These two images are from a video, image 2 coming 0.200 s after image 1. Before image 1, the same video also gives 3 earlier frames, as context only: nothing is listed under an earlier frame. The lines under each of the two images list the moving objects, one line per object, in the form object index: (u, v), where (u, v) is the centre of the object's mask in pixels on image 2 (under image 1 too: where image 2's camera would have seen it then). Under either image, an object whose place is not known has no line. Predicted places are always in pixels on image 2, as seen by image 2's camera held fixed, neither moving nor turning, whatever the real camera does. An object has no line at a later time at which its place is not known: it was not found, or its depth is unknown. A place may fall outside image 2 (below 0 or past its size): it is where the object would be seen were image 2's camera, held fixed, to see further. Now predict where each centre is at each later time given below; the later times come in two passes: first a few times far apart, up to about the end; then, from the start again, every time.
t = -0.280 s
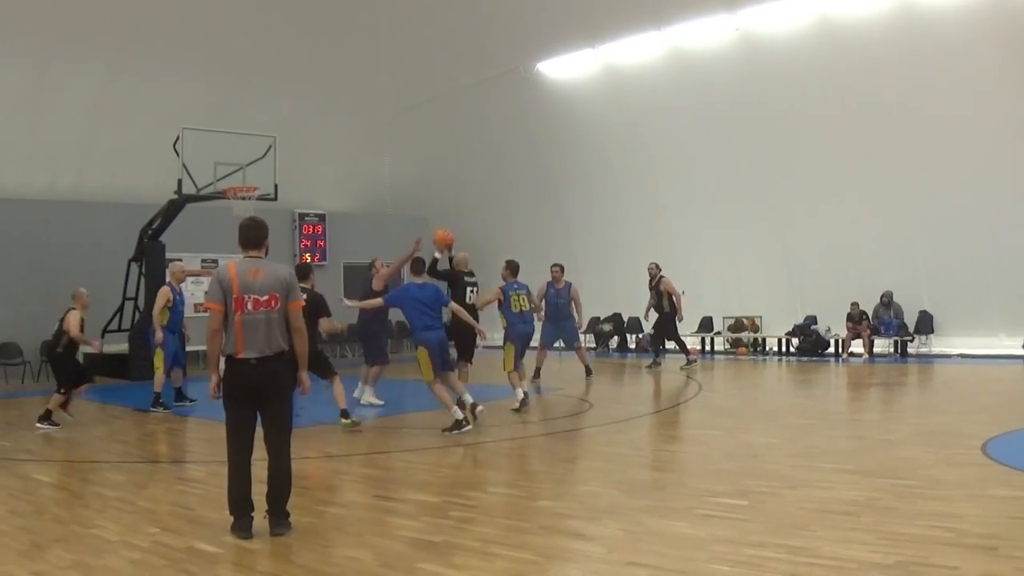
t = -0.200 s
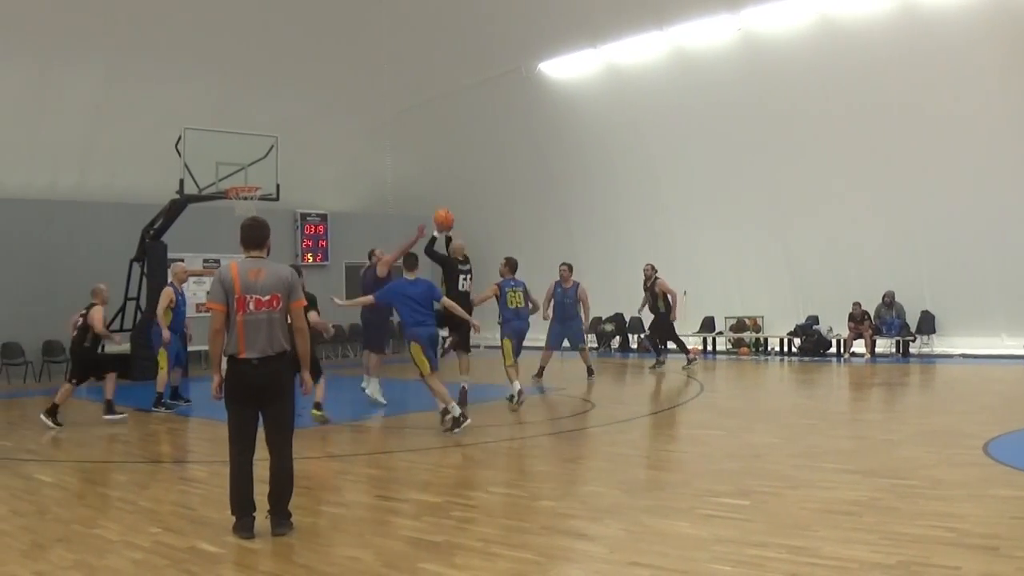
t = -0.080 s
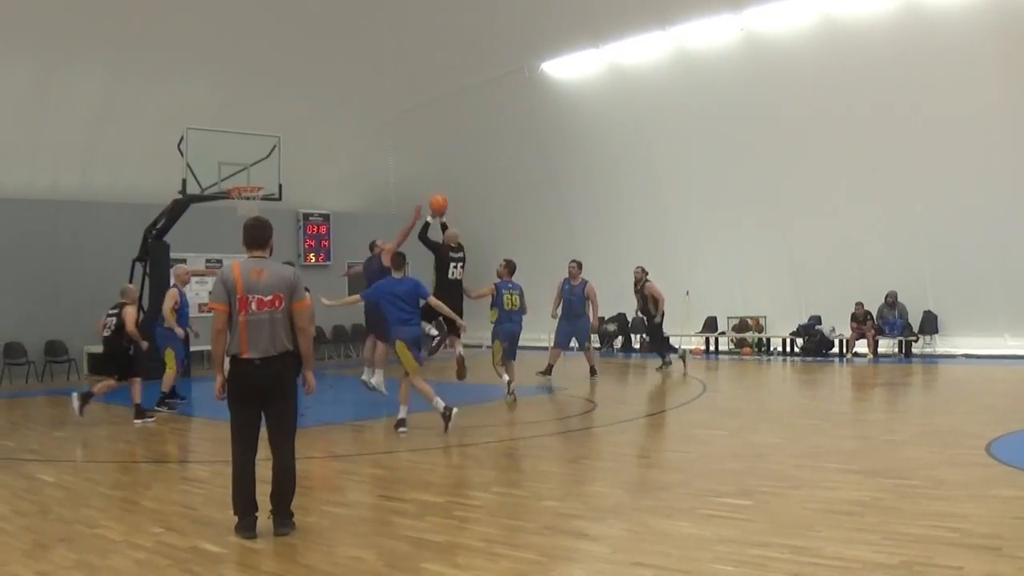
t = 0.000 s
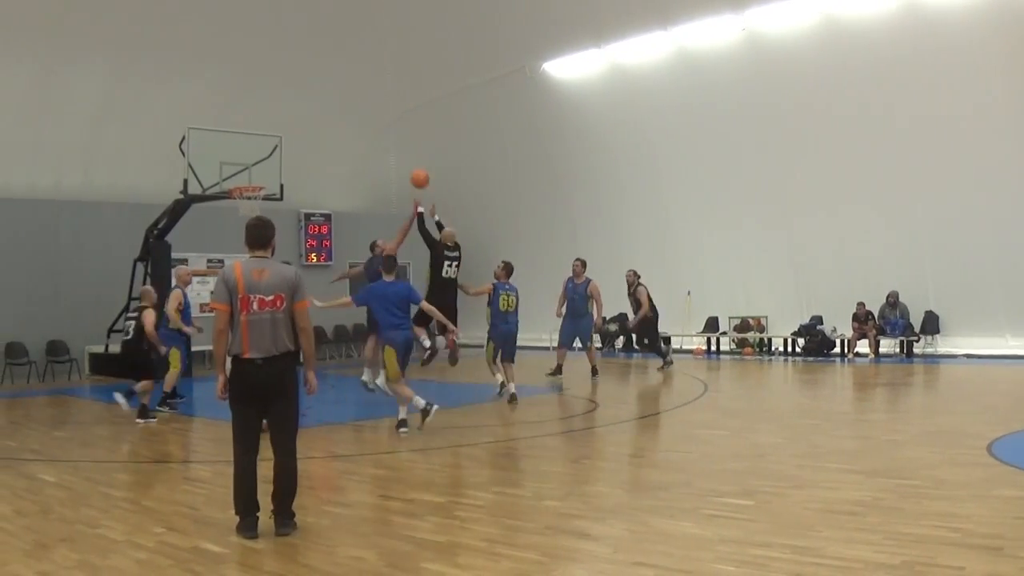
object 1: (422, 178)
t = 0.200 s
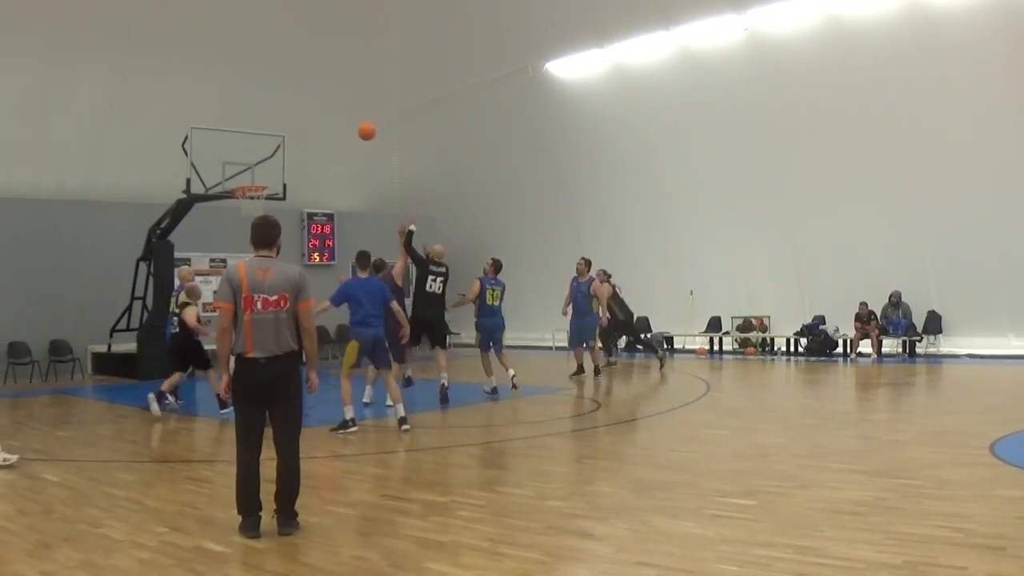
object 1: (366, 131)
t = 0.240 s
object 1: (356, 125)
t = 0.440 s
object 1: (309, 117)
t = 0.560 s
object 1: (282, 124)
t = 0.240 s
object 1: (356, 125)
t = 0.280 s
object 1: (347, 122)
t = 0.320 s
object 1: (337, 119)
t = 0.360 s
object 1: (327, 117)
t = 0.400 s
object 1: (318, 117)
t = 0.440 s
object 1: (309, 117)
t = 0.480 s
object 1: (299, 118)
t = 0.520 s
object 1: (291, 121)
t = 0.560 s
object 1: (282, 124)
